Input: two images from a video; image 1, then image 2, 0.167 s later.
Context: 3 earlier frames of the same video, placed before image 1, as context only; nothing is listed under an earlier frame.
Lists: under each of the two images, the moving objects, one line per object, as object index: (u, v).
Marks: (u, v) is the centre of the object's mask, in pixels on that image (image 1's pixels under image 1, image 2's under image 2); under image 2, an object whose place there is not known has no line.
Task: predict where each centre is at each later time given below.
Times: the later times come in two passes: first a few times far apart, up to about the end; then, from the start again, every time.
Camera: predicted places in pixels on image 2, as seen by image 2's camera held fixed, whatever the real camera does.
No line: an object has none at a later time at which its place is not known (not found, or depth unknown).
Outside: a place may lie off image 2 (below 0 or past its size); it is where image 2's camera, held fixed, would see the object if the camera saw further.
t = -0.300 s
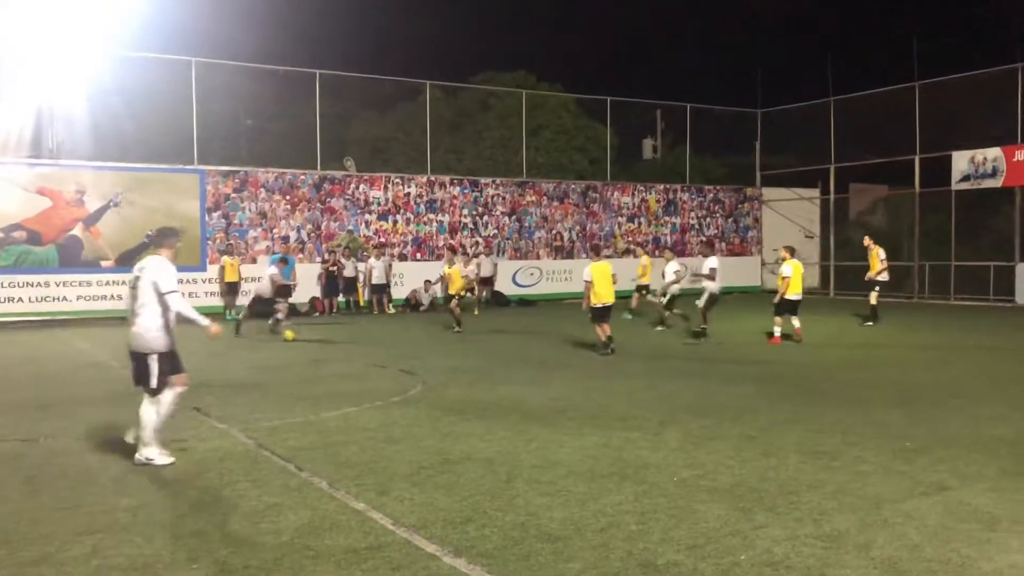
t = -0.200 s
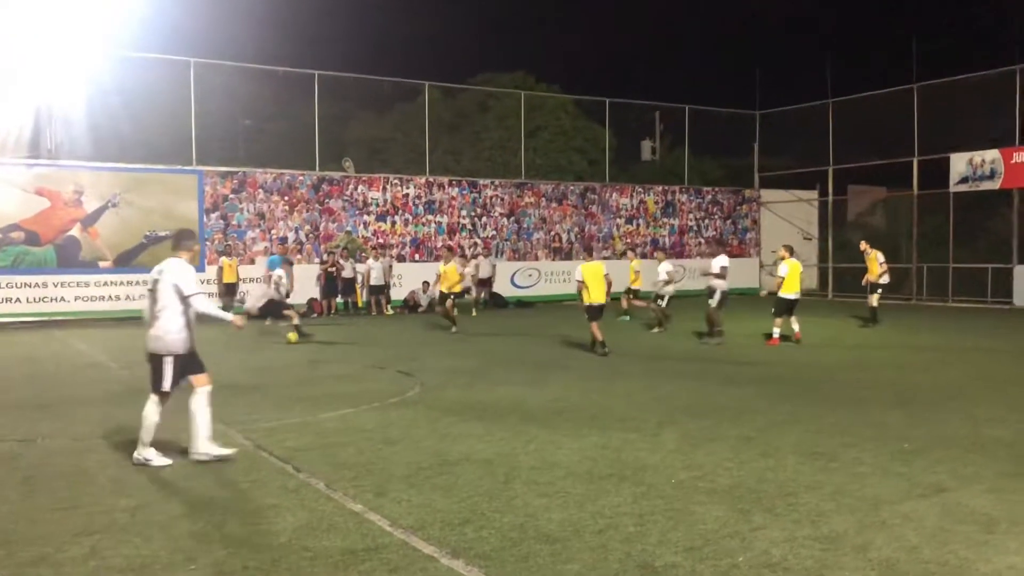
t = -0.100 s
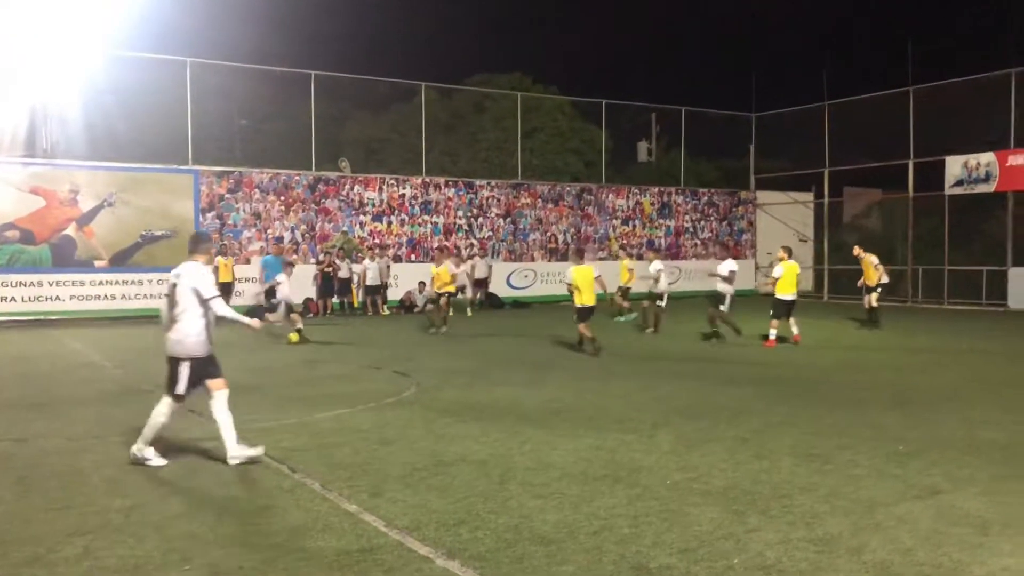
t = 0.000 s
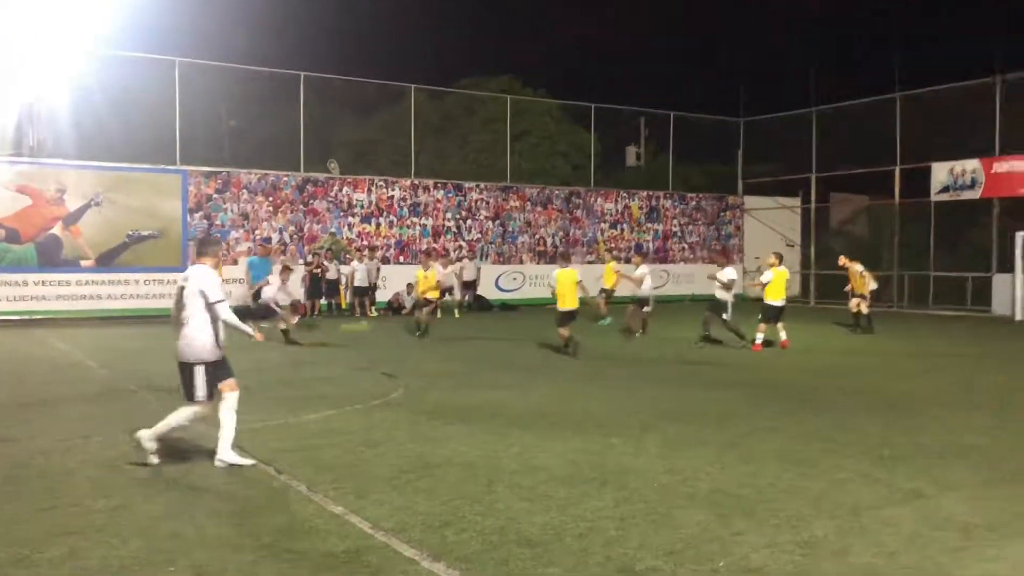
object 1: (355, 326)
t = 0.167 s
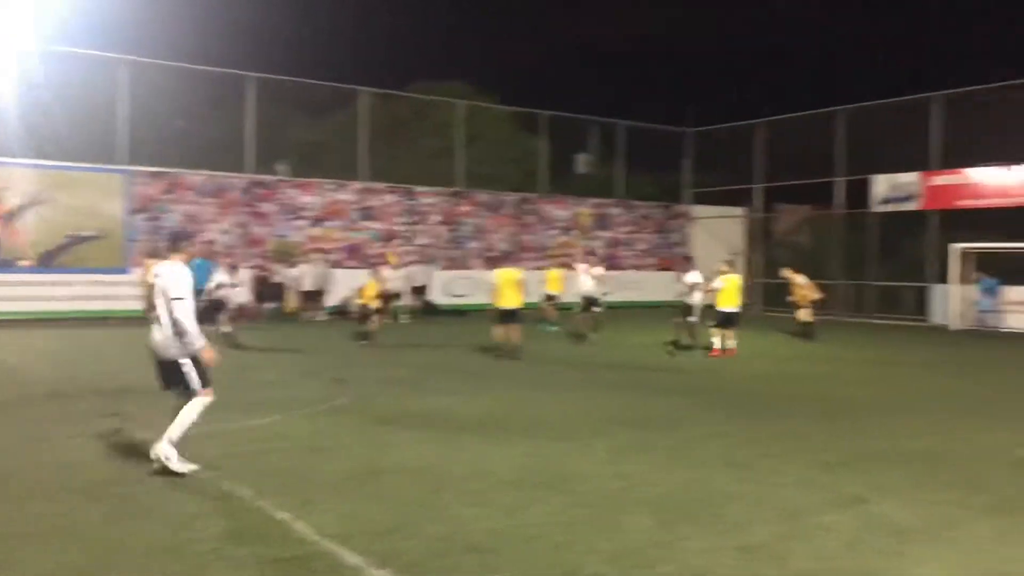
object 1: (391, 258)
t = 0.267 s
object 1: (413, 213)
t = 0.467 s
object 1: (453, 136)
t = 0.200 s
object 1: (399, 242)
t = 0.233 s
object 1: (405, 227)
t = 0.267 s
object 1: (413, 213)
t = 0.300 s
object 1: (418, 197)
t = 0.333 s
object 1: (426, 184)
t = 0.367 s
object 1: (432, 172)
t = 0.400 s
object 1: (439, 160)
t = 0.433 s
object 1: (446, 148)
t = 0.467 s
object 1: (453, 136)
